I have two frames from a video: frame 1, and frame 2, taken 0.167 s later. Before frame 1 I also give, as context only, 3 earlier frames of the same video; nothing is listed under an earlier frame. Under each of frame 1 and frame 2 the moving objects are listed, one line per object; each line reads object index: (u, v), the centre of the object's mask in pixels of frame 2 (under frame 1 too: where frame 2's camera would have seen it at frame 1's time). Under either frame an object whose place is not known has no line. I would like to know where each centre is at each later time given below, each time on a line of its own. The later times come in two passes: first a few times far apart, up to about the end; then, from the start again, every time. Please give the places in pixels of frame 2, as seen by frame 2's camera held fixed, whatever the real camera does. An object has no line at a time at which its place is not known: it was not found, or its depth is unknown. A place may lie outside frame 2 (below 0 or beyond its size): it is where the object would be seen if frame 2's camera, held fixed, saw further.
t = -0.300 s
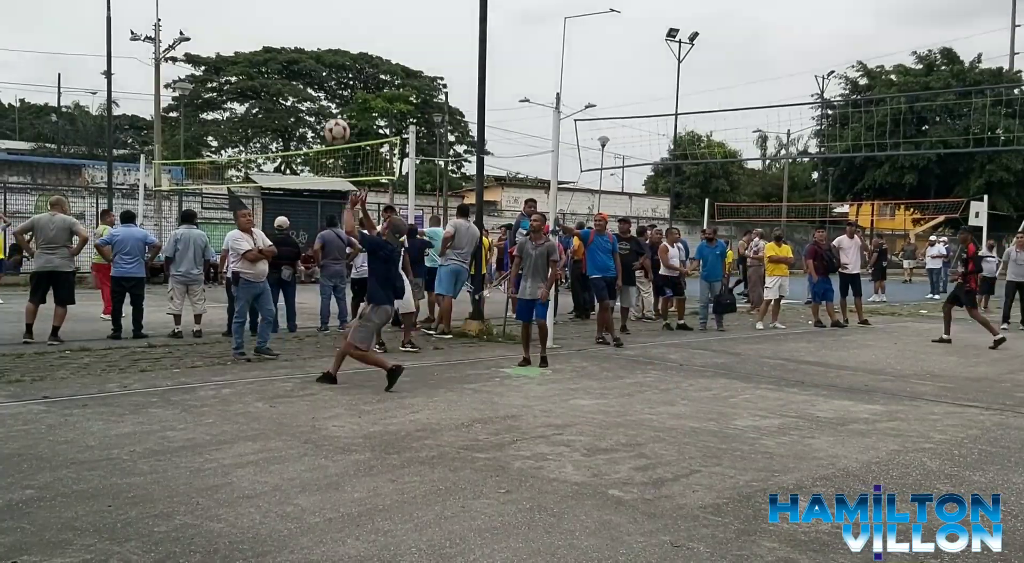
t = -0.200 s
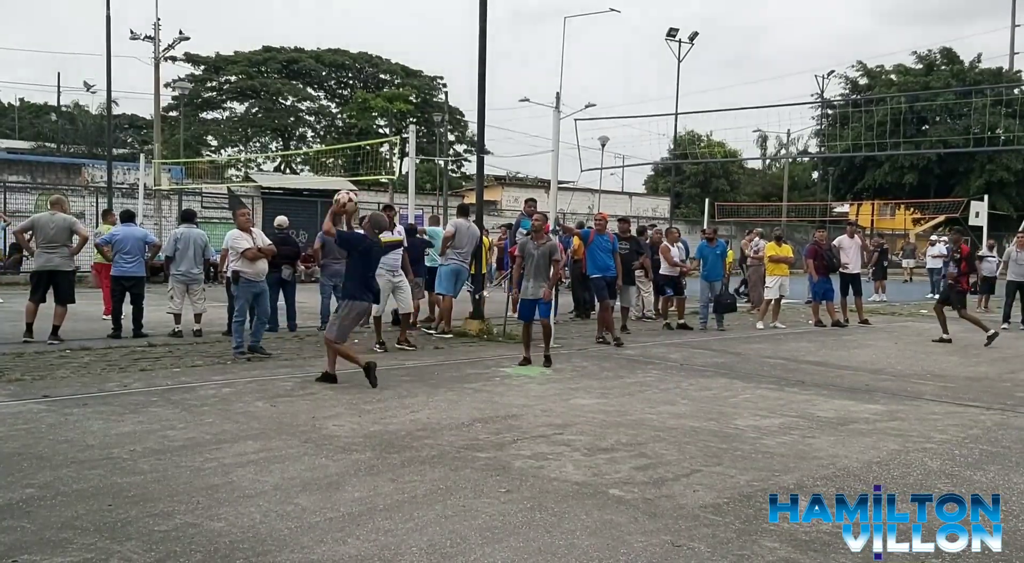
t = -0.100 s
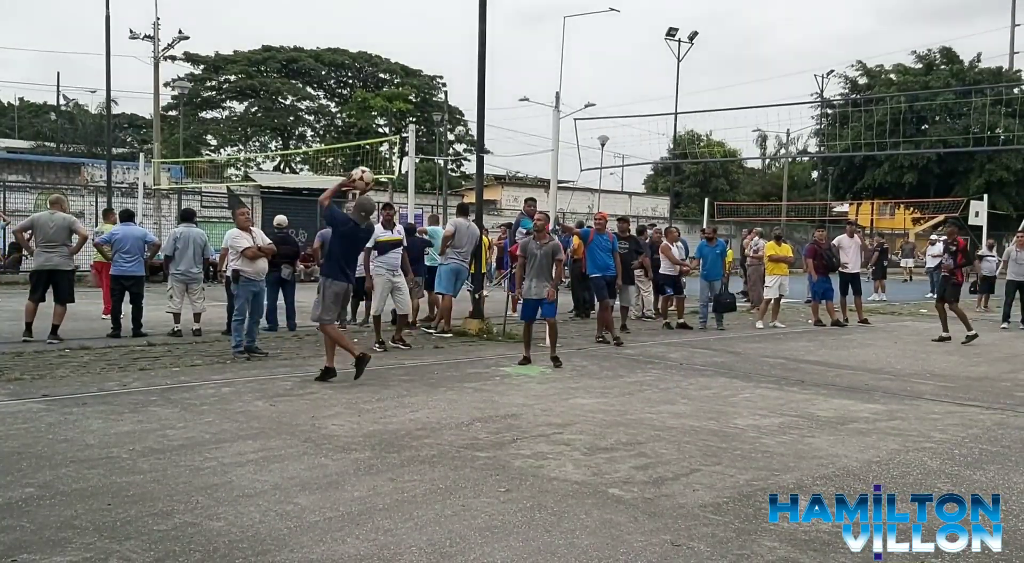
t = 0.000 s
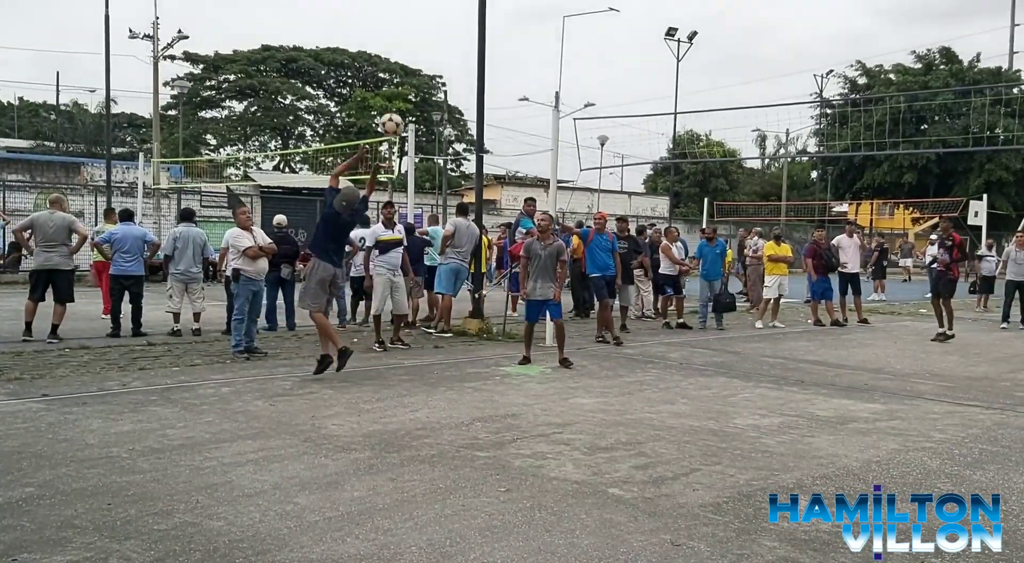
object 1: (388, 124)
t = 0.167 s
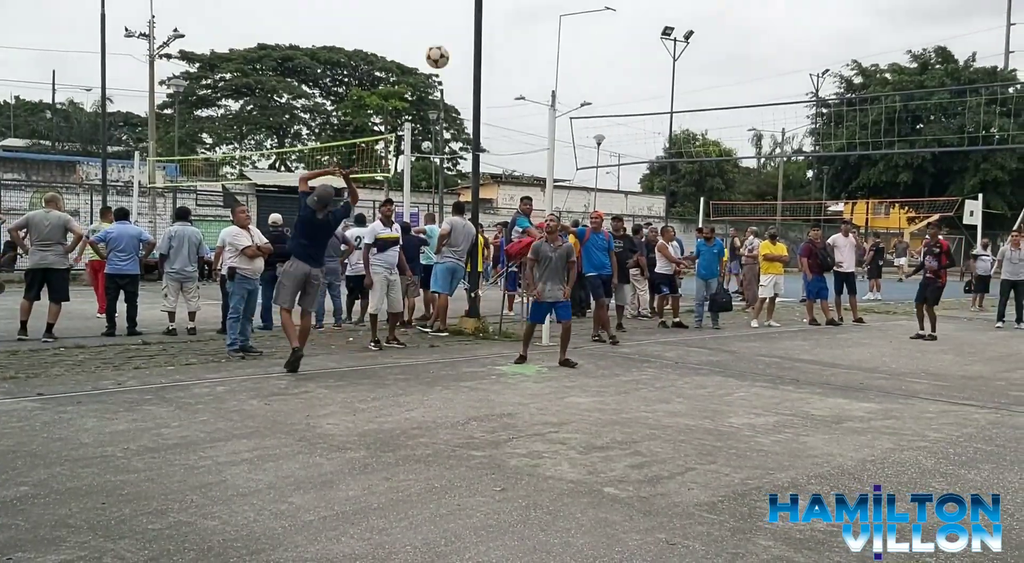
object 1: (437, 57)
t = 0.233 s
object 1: (456, 38)
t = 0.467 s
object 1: (522, 13)
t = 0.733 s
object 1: (590, 50)
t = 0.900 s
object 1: (630, 110)
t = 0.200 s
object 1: (447, 47)
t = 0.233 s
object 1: (456, 38)
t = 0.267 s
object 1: (466, 31)
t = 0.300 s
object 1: (476, 24)
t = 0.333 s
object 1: (485, 19)
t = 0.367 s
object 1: (494, 15)
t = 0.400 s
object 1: (503, 14)
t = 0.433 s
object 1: (512, 13)
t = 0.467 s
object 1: (522, 13)
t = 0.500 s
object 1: (531, 13)
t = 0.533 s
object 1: (540, 15)
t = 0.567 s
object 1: (548, 17)
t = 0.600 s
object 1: (557, 21)
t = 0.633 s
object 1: (565, 26)
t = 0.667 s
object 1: (574, 33)
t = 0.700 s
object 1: (582, 41)
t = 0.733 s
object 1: (590, 50)
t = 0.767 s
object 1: (599, 59)
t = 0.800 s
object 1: (607, 70)
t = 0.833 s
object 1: (615, 82)
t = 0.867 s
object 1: (623, 95)
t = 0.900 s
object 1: (630, 110)
